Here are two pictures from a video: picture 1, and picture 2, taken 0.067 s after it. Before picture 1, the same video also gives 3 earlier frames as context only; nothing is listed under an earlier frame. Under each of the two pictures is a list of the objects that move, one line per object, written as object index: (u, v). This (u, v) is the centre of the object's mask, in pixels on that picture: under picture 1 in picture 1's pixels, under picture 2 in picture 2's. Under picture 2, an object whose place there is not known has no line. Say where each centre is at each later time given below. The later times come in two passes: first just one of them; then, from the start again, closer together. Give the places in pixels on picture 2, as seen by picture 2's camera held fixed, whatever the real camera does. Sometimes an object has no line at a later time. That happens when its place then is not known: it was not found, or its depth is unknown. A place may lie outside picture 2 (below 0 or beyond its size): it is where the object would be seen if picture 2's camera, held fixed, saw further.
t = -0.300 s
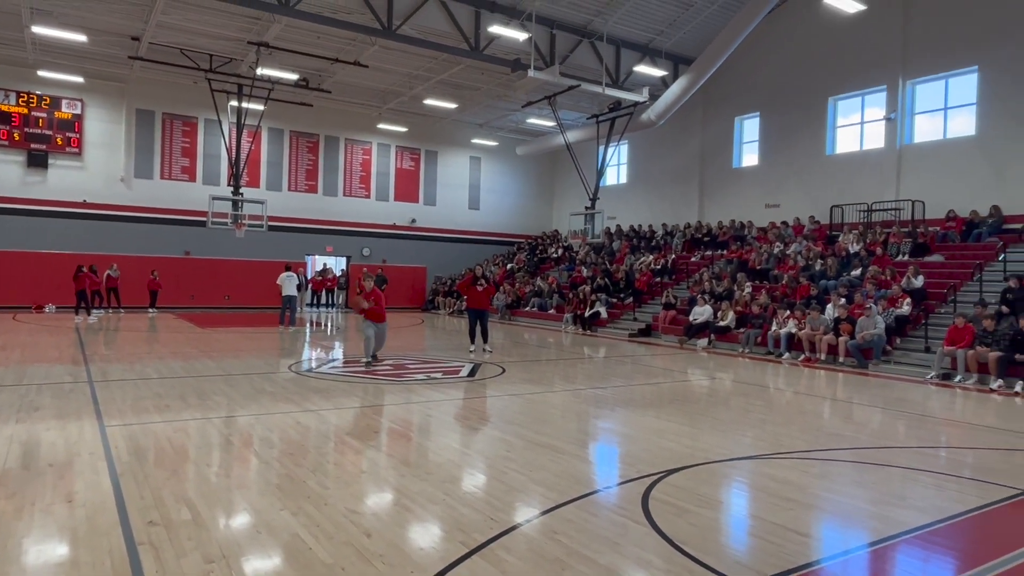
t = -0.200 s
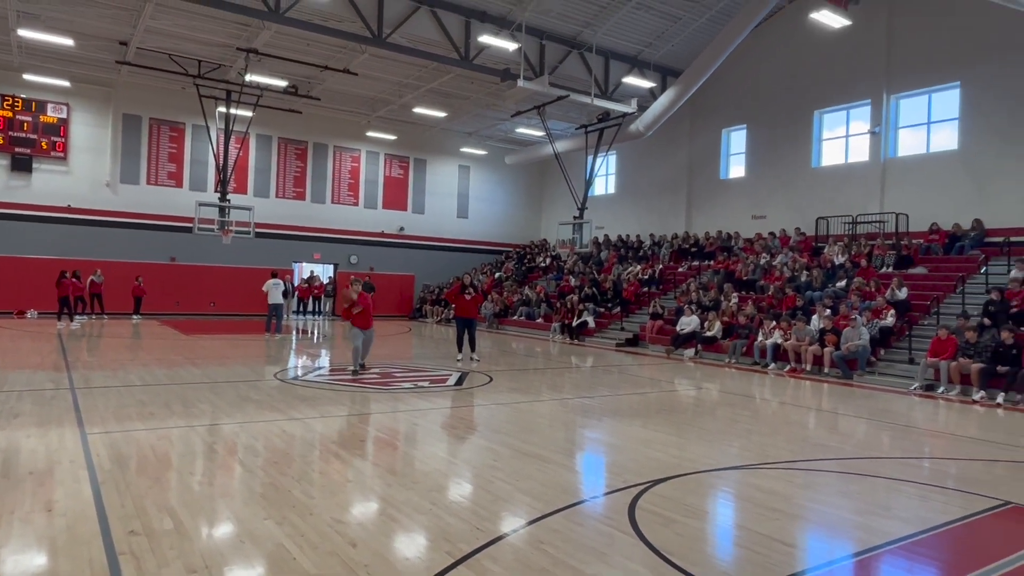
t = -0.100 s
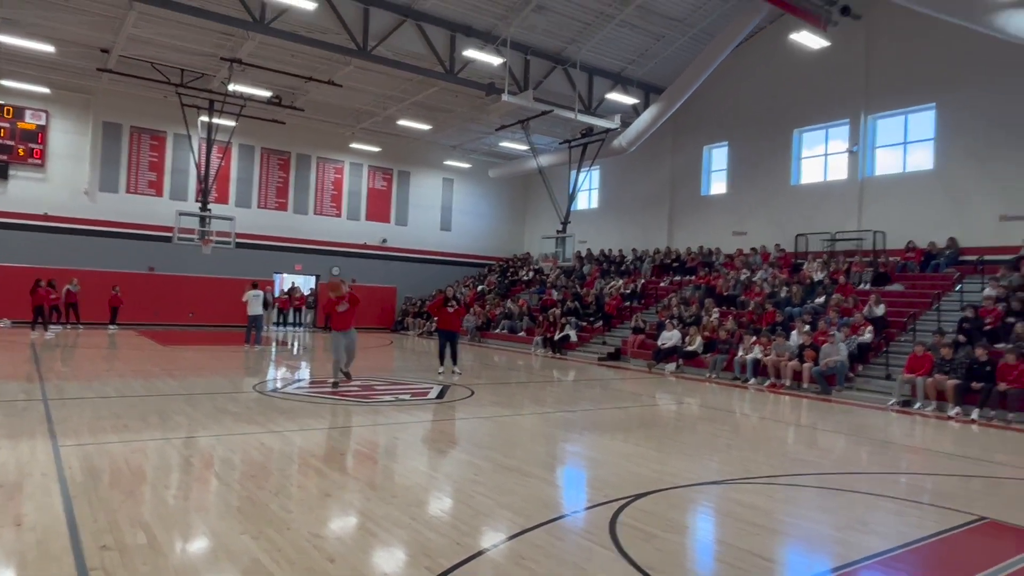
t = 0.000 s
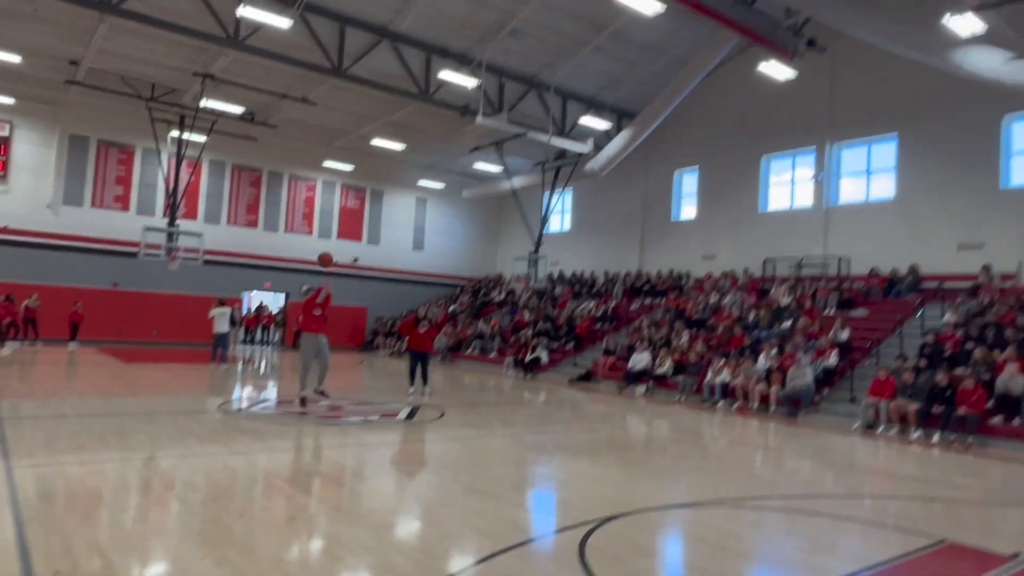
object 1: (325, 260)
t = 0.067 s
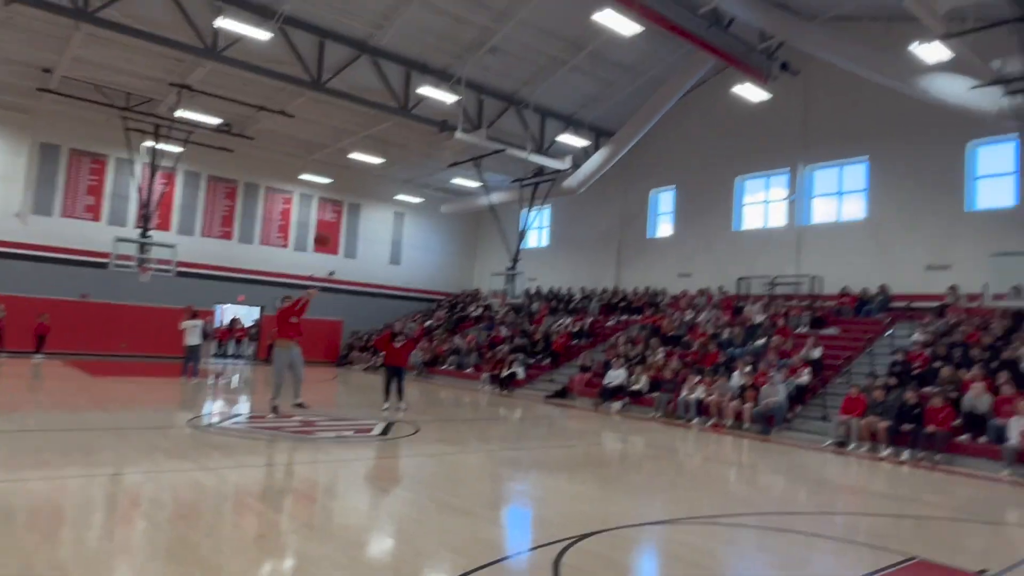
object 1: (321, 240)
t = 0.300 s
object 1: (406, 126)
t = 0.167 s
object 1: (356, 191)
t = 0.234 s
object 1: (380, 158)
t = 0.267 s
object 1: (392, 142)
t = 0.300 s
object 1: (406, 126)
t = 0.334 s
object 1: (418, 111)
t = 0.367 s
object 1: (433, 95)
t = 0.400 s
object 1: (447, 79)
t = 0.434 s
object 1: (462, 65)
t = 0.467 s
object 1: (476, 50)
